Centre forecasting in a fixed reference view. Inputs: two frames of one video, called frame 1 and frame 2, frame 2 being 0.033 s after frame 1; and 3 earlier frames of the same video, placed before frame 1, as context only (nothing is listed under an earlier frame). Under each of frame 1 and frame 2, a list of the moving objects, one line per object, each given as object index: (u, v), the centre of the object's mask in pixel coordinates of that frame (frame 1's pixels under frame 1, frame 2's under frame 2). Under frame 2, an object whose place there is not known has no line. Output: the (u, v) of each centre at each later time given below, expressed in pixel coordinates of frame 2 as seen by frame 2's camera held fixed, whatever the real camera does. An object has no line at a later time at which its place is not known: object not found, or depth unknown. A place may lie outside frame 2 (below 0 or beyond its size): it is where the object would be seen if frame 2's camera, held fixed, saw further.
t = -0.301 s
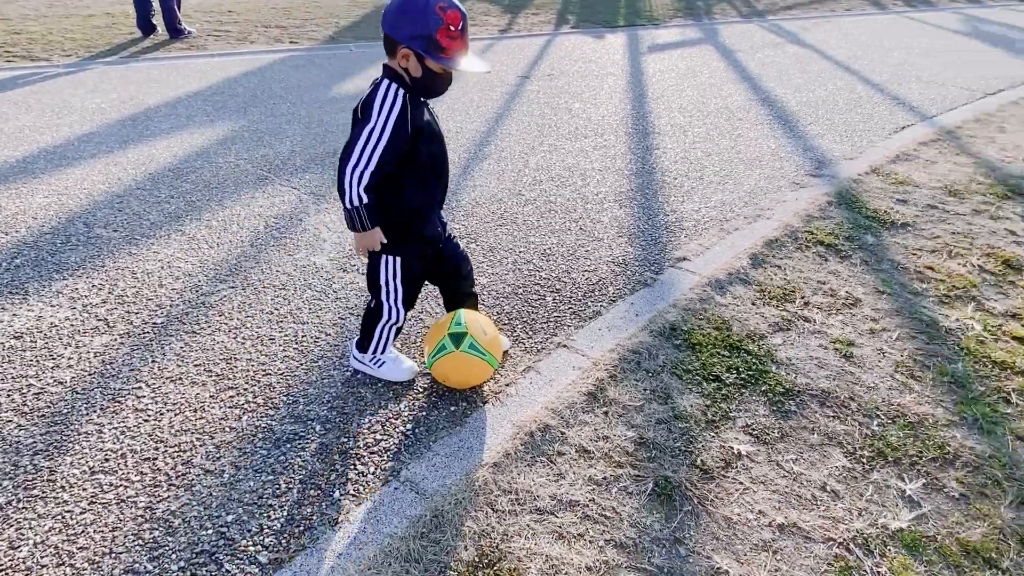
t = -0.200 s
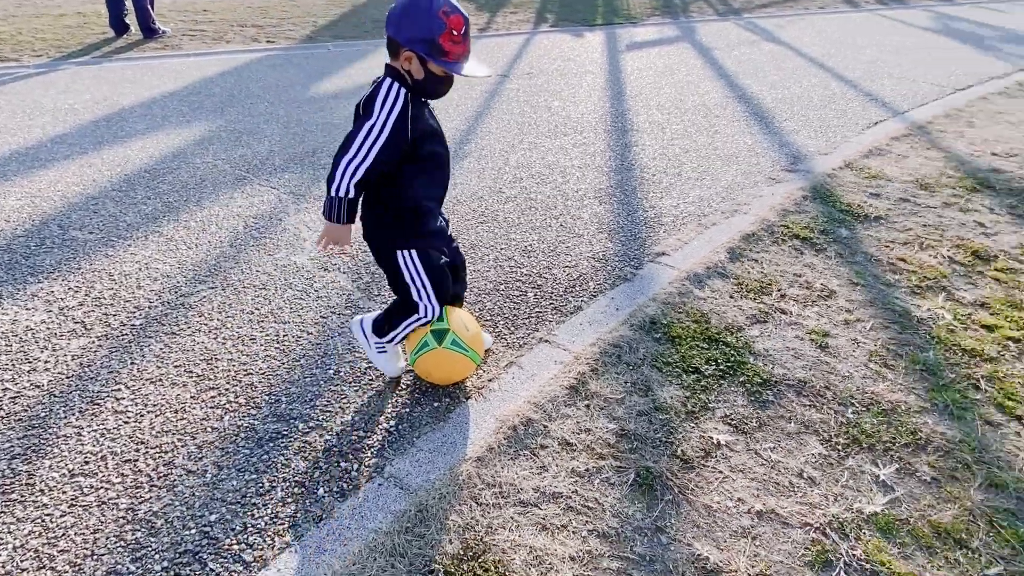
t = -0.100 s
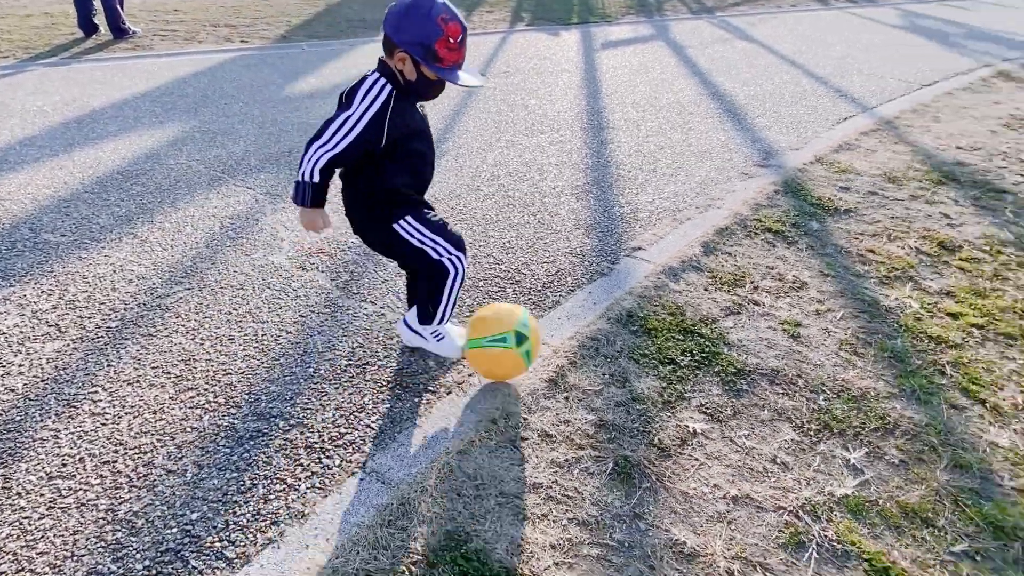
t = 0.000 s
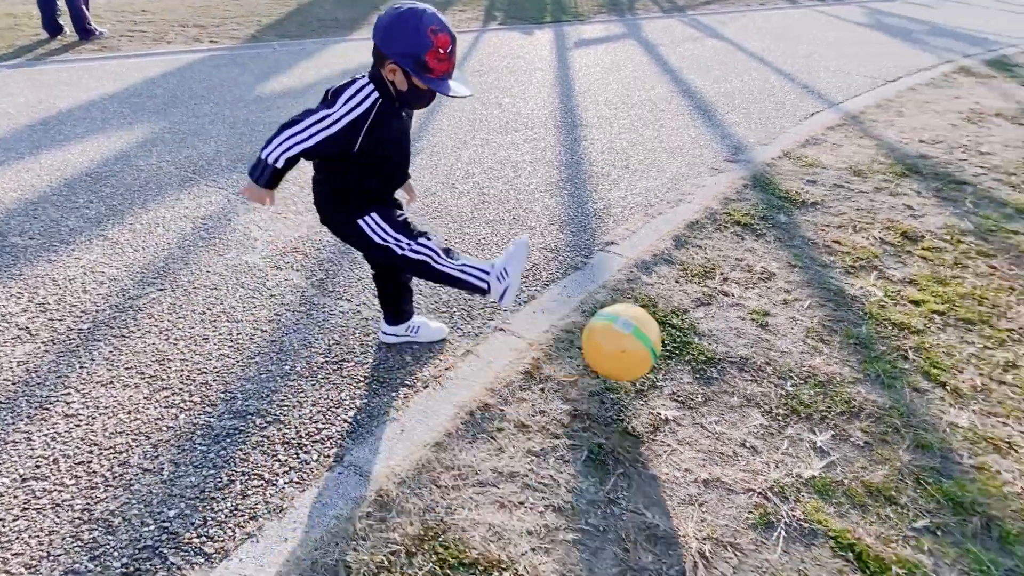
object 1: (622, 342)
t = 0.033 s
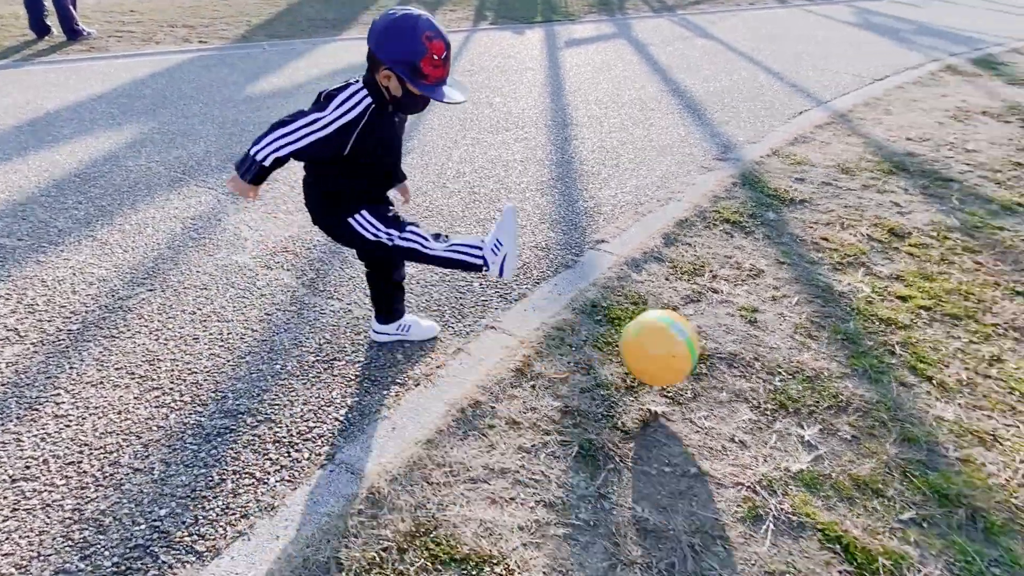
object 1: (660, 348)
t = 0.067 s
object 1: (706, 359)
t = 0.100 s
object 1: (749, 368)
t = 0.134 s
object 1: (787, 365)
